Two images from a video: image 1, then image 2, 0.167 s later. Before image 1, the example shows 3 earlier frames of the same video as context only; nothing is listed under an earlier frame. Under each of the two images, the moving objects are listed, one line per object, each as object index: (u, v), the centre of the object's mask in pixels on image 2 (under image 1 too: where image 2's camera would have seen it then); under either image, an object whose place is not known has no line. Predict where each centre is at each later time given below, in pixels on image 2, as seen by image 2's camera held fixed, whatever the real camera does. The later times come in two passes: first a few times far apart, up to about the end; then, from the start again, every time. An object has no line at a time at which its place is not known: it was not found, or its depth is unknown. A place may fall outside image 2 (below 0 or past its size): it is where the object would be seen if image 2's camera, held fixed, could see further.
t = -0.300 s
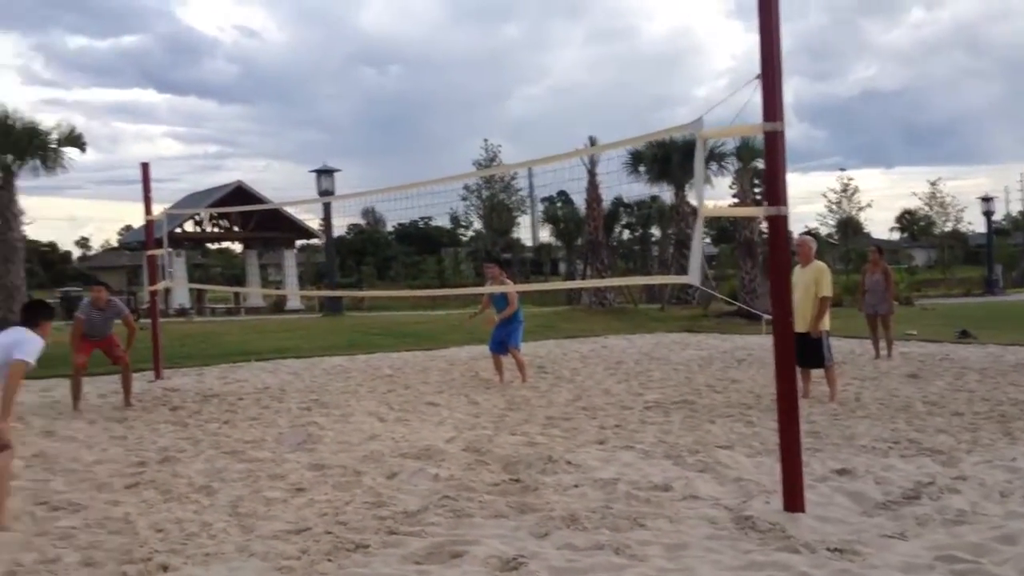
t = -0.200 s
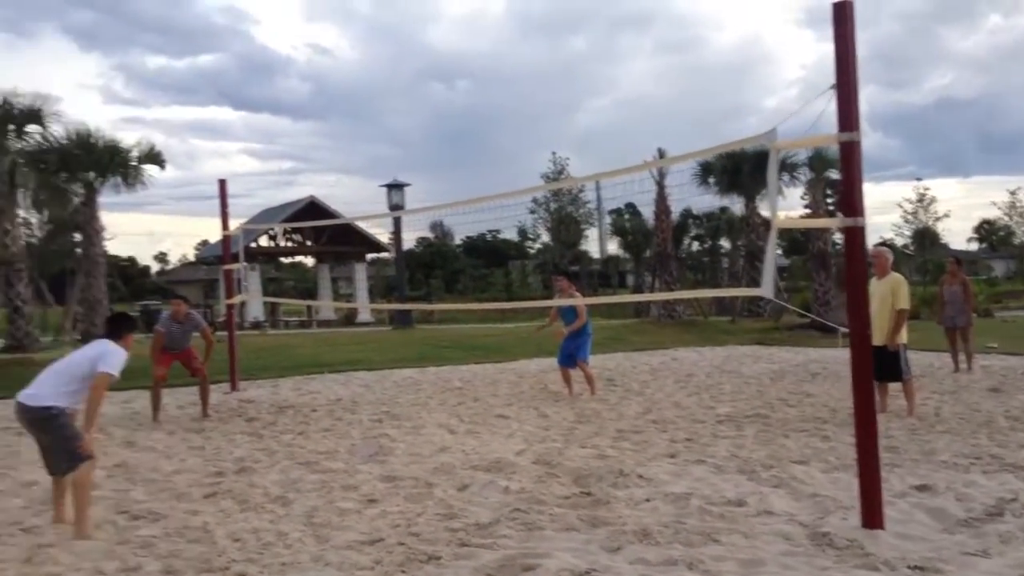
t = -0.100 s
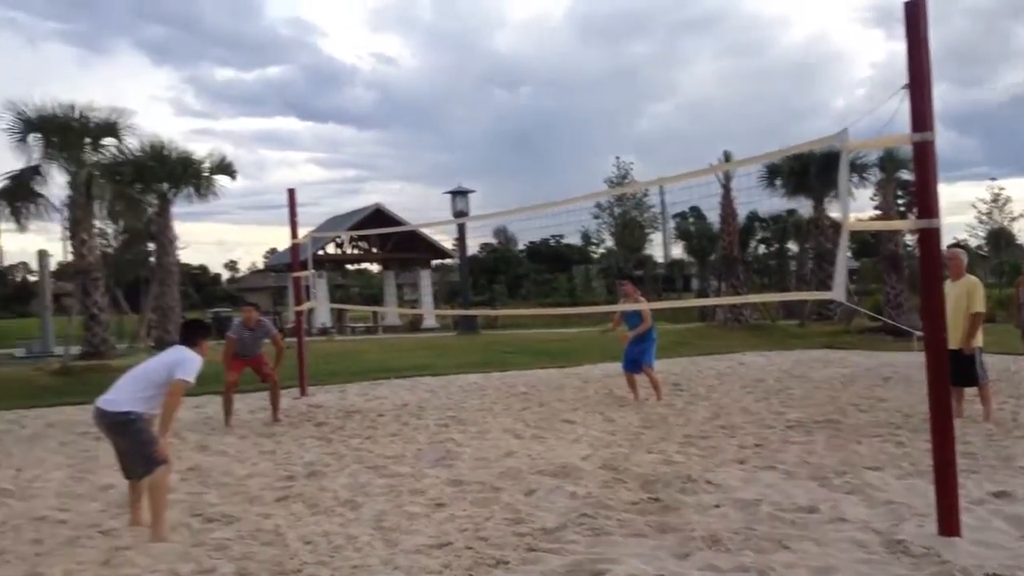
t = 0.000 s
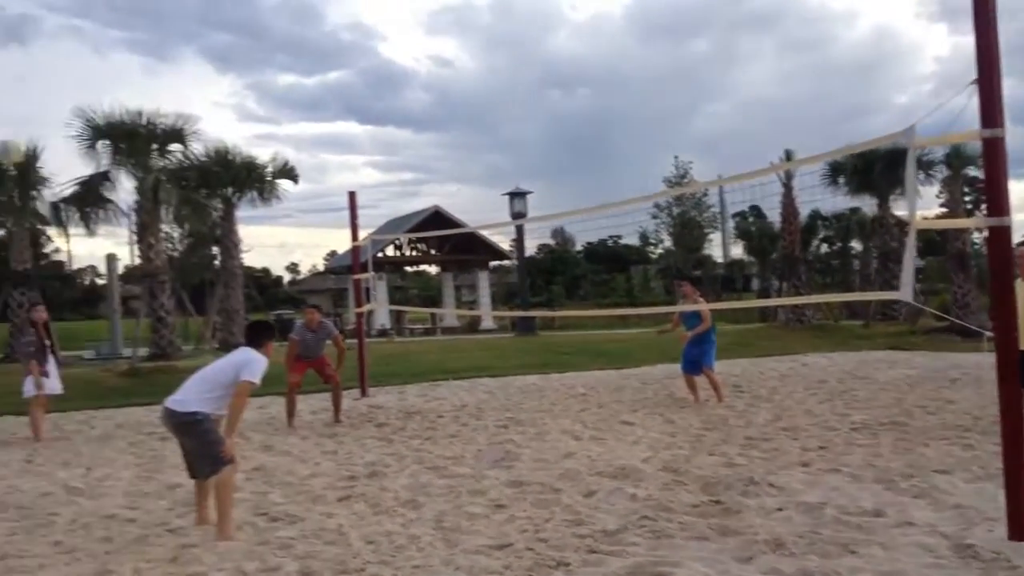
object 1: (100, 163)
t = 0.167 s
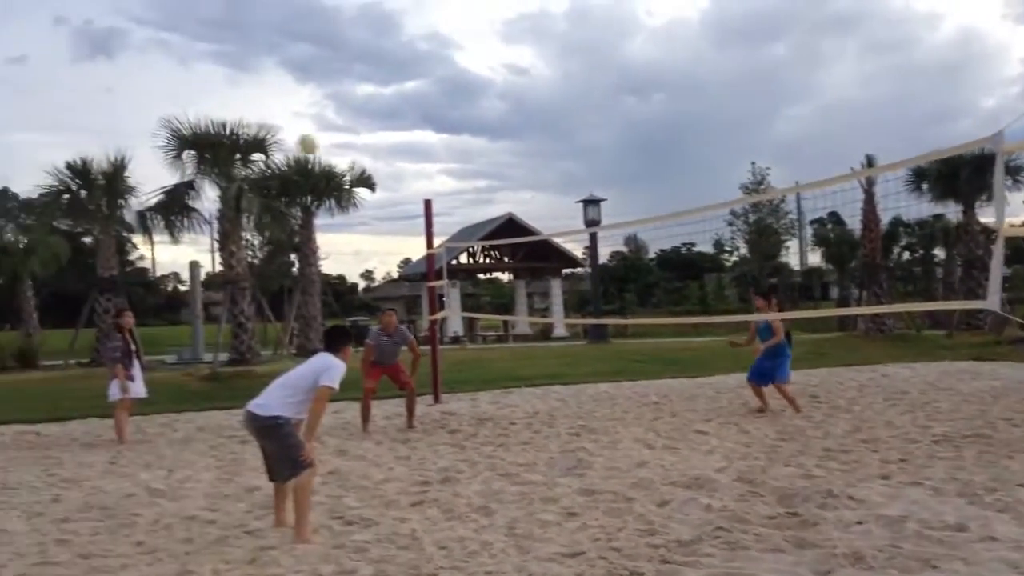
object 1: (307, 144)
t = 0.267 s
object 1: (407, 148)
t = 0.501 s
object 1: (593, 191)
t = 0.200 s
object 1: (342, 144)
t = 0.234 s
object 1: (375, 146)
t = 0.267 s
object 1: (407, 148)
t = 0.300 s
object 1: (438, 151)
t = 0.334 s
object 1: (467, 156)
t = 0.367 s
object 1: (494, 162)
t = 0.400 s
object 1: (520, 168)
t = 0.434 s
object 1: (545, 174)
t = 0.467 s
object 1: (569, 181)
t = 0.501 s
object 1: (593, 191)
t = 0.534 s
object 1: (616, 198)
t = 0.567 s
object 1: (637, 206)
